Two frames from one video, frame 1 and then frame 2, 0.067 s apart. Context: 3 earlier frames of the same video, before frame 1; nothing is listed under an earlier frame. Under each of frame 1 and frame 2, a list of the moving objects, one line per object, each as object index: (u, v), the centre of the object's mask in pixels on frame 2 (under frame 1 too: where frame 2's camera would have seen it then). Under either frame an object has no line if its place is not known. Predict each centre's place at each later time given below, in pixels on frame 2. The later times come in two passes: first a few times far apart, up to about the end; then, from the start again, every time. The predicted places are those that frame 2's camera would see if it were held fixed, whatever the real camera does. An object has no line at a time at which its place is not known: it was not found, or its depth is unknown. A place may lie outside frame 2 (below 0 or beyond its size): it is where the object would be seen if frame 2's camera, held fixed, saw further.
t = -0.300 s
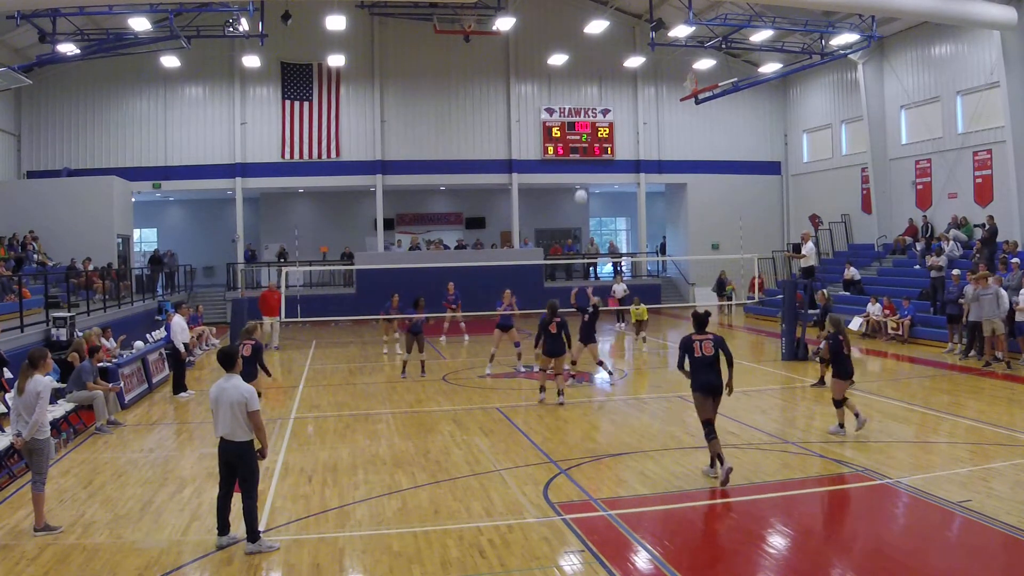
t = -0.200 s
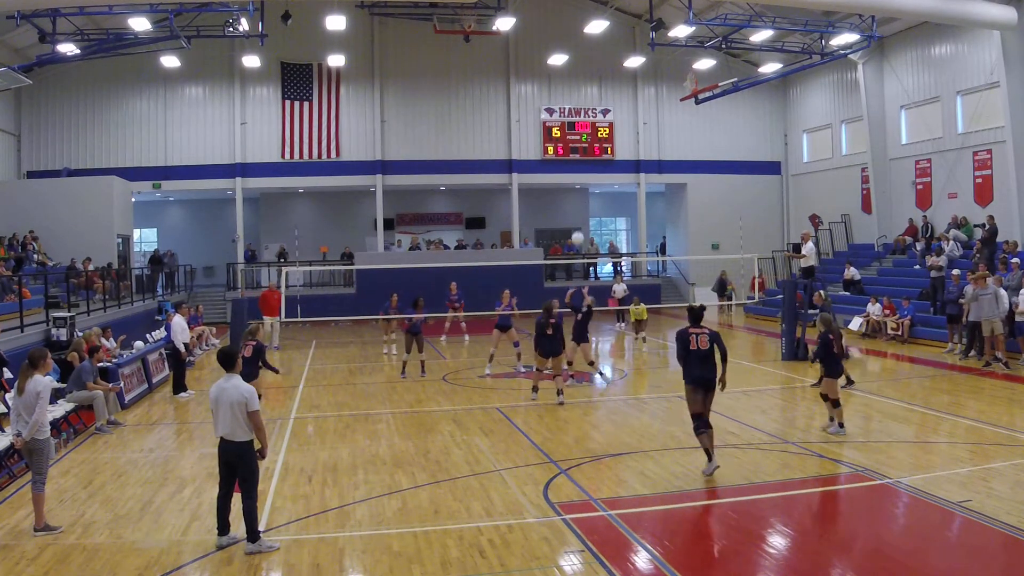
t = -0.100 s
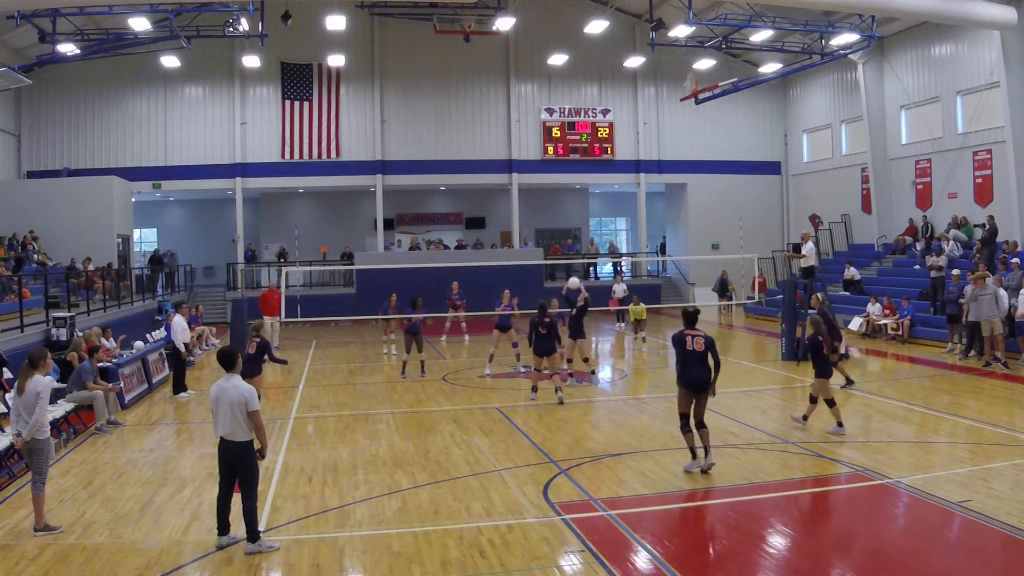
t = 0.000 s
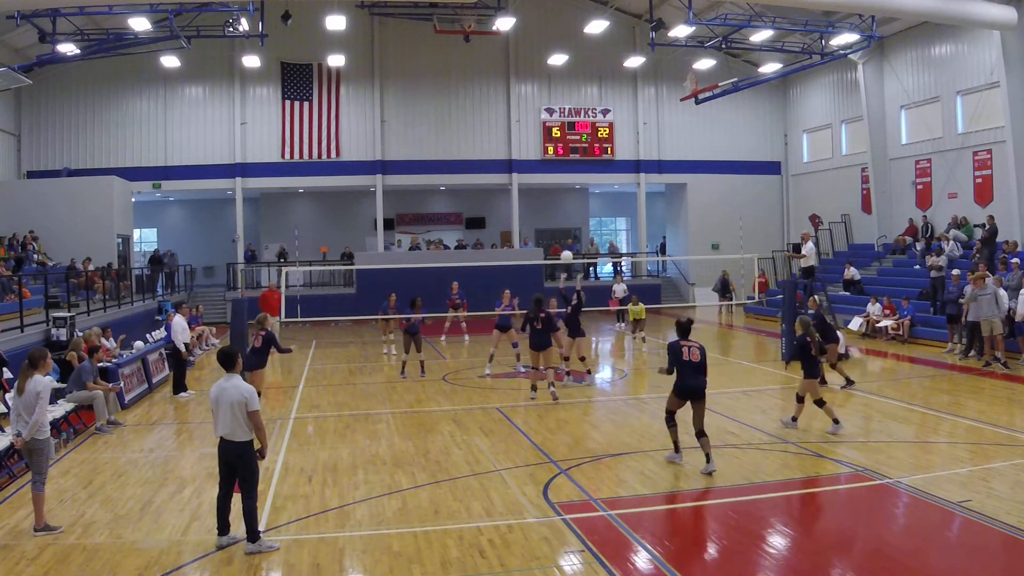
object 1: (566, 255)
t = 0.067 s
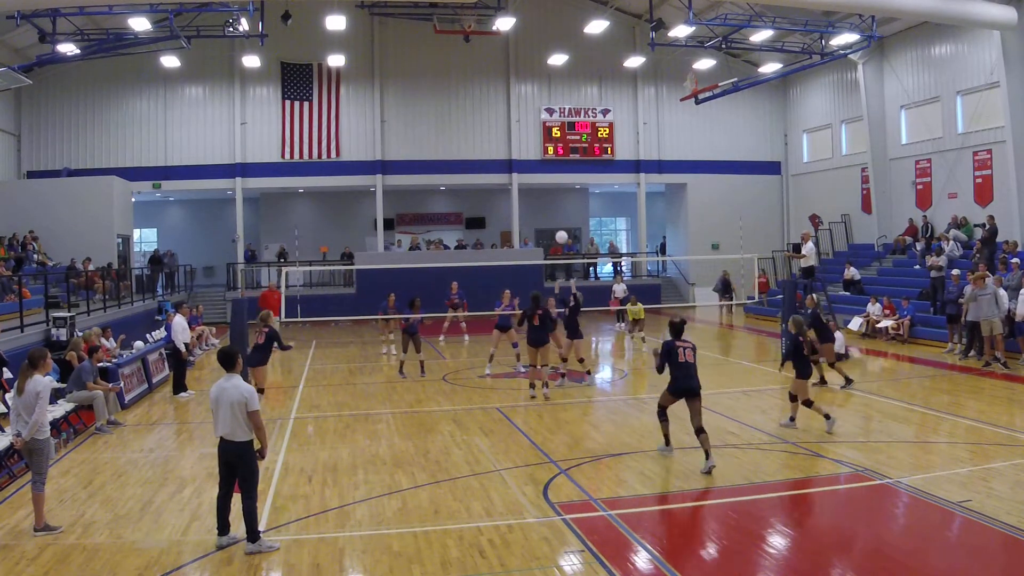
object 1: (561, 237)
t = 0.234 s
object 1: (549, 199)
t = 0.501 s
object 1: (530, 169)
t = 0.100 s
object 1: (559, 228)
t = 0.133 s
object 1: (556, 220)
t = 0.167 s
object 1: (554, 213)
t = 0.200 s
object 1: (552, 206)
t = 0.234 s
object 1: (549, 199)
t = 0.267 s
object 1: (546, 193)
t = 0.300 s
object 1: (544, 188)
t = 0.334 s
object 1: (542, 183)
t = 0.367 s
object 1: (539, 179)
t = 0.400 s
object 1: (537, 172)
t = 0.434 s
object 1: (535, 171)
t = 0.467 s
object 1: (532, 170)
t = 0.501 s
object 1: (530, 169)
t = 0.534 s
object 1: (527, 168)
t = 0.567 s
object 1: (525, 168)
